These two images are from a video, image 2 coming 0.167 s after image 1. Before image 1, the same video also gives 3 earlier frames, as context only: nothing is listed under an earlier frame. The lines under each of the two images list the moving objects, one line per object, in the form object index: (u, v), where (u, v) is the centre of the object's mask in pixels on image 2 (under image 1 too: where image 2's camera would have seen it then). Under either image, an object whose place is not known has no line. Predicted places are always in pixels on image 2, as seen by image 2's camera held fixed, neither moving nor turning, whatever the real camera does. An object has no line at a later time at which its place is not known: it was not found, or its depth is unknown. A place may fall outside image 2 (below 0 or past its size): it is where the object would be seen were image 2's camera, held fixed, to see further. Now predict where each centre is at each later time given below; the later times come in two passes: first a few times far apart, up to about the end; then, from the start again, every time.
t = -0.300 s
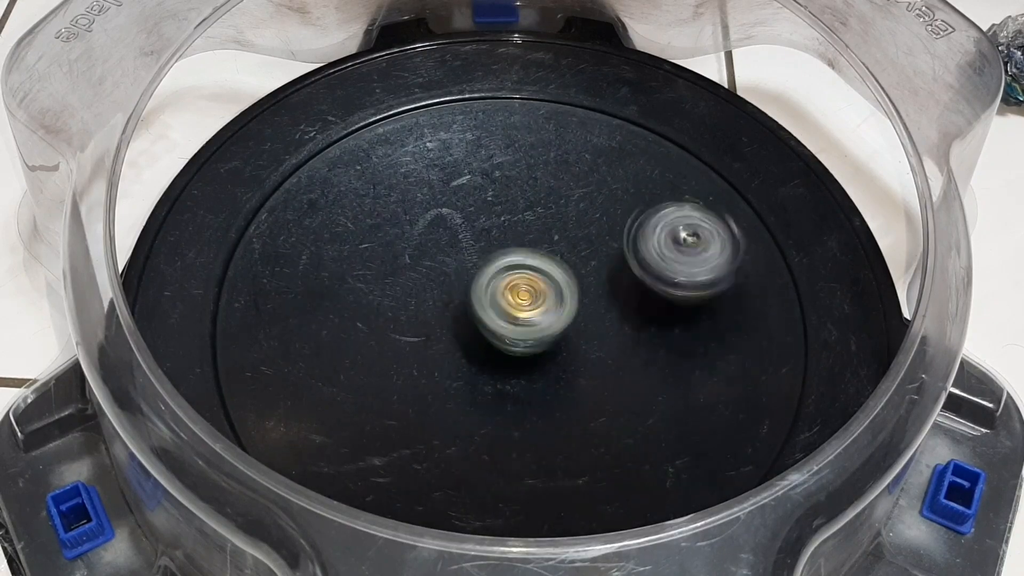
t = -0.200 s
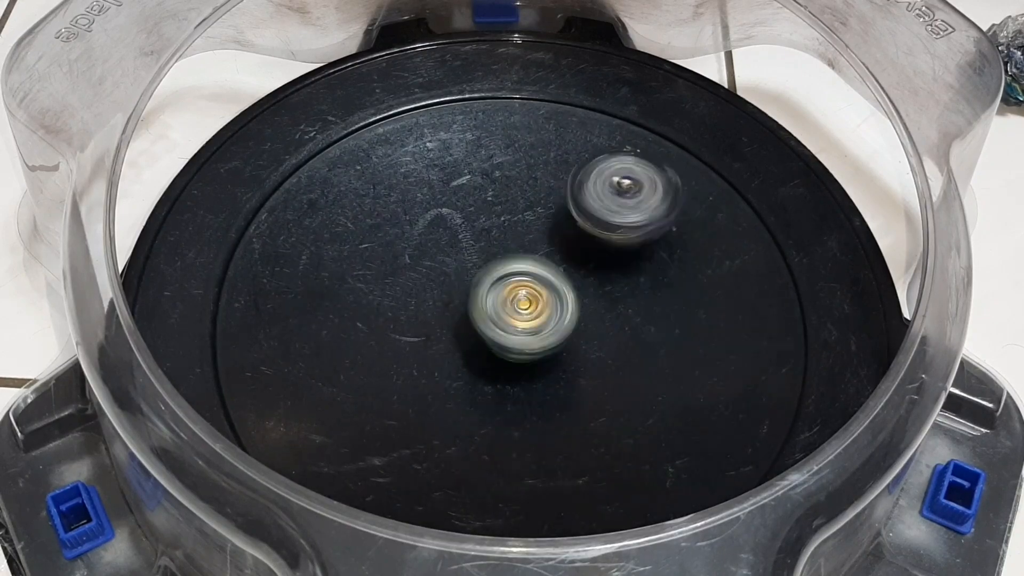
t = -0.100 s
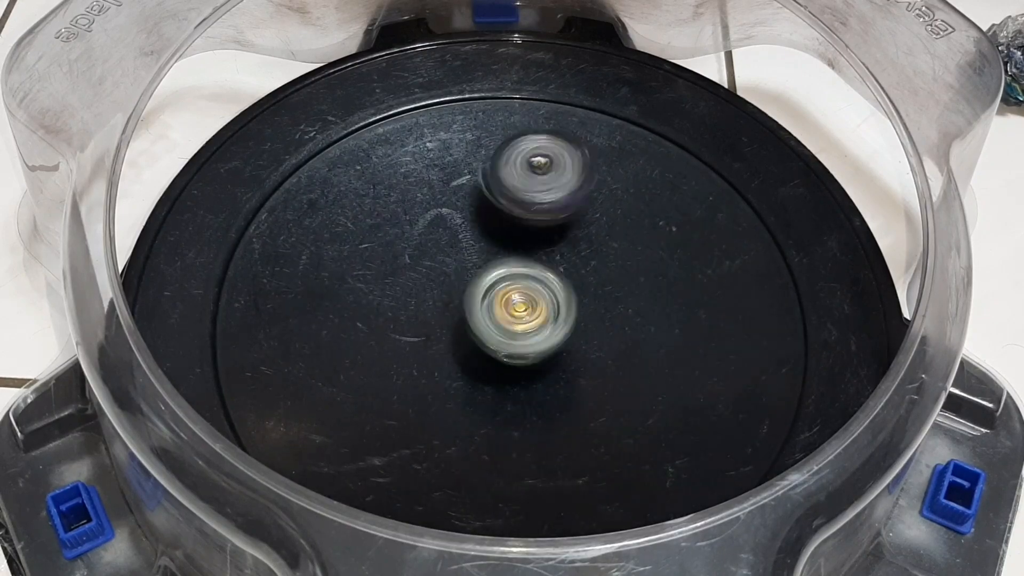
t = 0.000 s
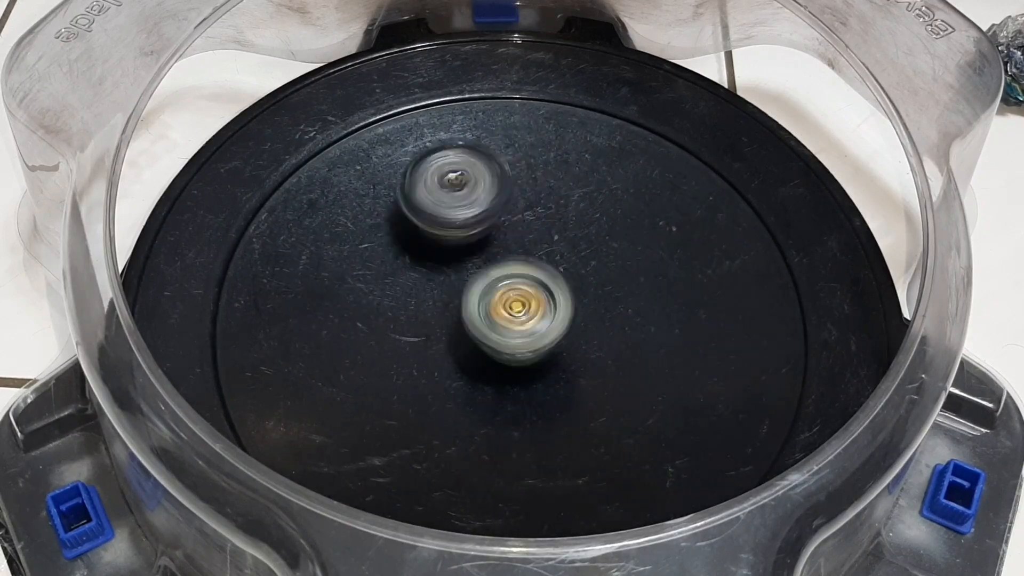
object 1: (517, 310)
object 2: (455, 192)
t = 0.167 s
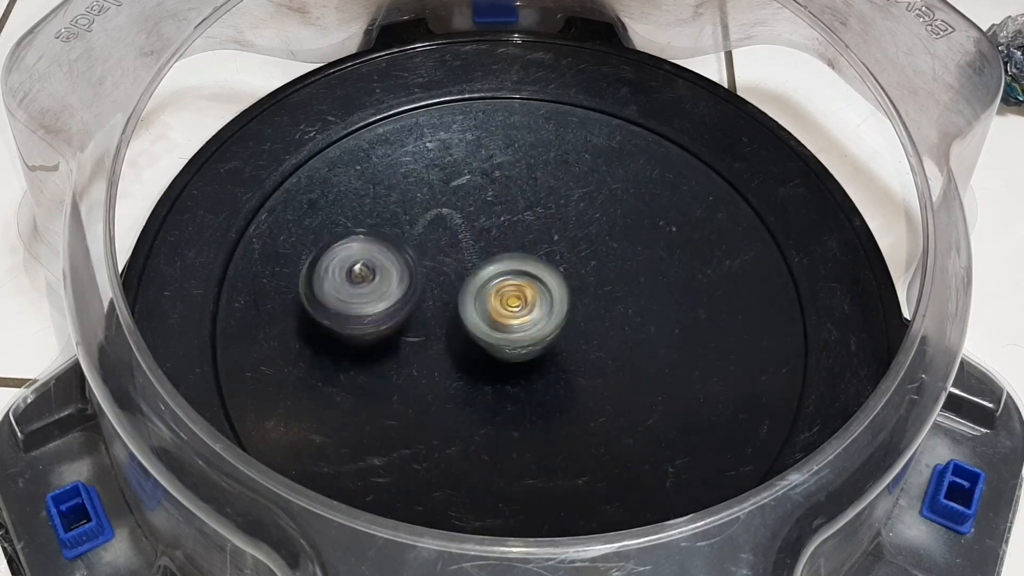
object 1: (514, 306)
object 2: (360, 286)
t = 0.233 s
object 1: (514, 305)
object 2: (354, 337)
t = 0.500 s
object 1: (512, 314)
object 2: (533, 457)
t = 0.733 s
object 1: (509, 317)
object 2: (667, 329)
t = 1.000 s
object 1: (509, 312)
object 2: (532, 191)
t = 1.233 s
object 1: (515, 304)
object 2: (366, 233)
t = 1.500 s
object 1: (526, 300)
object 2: (411, 408)
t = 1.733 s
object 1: (531, 302)
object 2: (619, 385)
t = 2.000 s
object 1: (527, 306)
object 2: (629, 221)
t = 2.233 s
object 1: (517, 308)
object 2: (467, 182)
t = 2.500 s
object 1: (510, 305)
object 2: (381, 339)
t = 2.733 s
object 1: (510, 299)
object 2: (538, 436)
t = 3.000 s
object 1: (517, 296)
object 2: (676, 311)
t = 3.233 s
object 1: (521, 300)
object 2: (545, 204)
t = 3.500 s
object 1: (520, 309)
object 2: (367, 269)
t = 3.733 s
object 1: (516, 314)
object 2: (412, 413)
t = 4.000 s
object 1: (511, 311)
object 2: (620, 374)
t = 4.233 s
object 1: (514, 305)
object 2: (607, 231)
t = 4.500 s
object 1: (521, 300)
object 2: (435, 195)
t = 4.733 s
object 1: (527, 301)
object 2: (381, 332)
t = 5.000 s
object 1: (523, 305)
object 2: (569, 410)
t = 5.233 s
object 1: (518, 310)
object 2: (666, 298)
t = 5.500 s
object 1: (513, 306)
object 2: (521, 204)
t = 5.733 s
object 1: (512, 317)
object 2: (376, 259)
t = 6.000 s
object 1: (521, 312)
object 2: (436, 406)
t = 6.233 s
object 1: (551, 293)
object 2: (596, 402)
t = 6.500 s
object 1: (551, 224)
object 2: (711, 456)
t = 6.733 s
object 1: (527, 242)
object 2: (644, 361)
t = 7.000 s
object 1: (452, 187)
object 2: (496, 392)
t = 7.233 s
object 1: (439, 178)
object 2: (398, 437)
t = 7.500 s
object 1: (450, 230)
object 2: (432, 373)
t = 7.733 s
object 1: (469, 241)
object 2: (436, 340)
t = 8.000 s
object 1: (491, 247)
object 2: (478, 354)
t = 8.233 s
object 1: (556, 257)
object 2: (484, 380)
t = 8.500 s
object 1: (567, 319)
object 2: (483, 429)
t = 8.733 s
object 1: (593, 367)
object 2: (434, 406)
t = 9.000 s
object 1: (555, 382)
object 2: (394, 331)
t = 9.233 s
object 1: (473, 375)
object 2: (428, 263)
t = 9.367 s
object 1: (442, 379)
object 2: (466, 239)
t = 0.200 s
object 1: (513, 306)
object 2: (355, 312)
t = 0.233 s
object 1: (514, 305)
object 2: (354, 337)
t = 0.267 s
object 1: (513, 305)
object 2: (360, 361)
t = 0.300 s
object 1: (514, 306)
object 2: (370, 385)
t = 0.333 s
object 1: (514, 307)
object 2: (386, 406)
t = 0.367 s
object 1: (514, 309)
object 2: (410, 426)
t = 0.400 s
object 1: (513, 310)
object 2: (435, 440)
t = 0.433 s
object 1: (513, 312)
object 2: (467, 451)
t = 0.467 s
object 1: (512, 312)
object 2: (497, 457)
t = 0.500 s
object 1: (512, 314)
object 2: (533, 457)
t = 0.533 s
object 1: (511, 314)
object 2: (564, 452)
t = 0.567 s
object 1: (510, 316)
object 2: (595, 440)
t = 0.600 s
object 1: (511, 316)
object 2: (620, 425)
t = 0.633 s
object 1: (510, 317)
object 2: (641, 403)
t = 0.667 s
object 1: (510, 317)
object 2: (655, 381)
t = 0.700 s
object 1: (508, 317)
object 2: (666, 354)
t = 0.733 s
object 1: (509, 317)
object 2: (667, 329)
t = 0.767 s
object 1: (508, 317)
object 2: (664, 305)
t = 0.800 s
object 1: (509, 317)
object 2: (654, 281)
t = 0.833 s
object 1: (507, 316)
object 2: (640, 260)
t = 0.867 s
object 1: (508, 316)
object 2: (622, 242)
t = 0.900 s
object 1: (508, 314)
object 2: (603, 225)
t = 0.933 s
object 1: (509, 314)
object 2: (580, 210)
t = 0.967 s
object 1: (508, 313)
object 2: (557, 198)
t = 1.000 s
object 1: (509, 312)
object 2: (532, 191)
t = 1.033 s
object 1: (510, 310)
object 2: (506, 185)
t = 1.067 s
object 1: (511, 310)
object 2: (480, 184)
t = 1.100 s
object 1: (511, 308)
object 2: (454, 187)
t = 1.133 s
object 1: (512, 308)
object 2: (428, 193)
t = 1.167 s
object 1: (513, 306)
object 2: (404, 203)
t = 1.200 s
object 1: (514, 306)
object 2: (383, 217)
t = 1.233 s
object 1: (515, 304)
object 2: (366, 233)
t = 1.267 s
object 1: (516, 304)
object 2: (350, 252)
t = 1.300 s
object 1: (518, 303)
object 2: (341, 274)
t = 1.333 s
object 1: (520, 303)
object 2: (336, 298)
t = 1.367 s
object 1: (521, 302)
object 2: (338, 323)
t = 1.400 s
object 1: (522, 302)
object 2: (346, 347)
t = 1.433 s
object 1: (524, 301)
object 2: (362, 371)
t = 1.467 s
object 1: (525, 301)
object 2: (383, 391)
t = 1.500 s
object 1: (526, 300)
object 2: (411, 408)
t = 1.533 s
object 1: (526, 301)
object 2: (441, 419)
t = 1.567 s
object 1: (528, 300)
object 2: (475, 425)
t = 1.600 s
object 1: (529, 301)
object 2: (507, 426)
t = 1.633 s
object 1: (529, 300)
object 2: (540, 422)
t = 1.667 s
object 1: (529, 301)
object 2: (569, 413)
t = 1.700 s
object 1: (530, 301)
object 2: (594, 402)
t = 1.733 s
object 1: (531, 302)
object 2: (619, 385)
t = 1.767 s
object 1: (530, 301)
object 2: (637, 367)
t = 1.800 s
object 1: (530, 303)
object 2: (652, 346)
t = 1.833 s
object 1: (530, 303)
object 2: (661, 324)
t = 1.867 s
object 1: (530, 303)
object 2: (665, 302)
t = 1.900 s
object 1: (528, 304)
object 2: (663, 278)
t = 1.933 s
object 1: (528, 305)
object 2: (655, 258)
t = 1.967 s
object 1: (526, 305)
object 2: (644, 238)
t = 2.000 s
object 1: (527, 306)
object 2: (629, 221)
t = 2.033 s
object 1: (524, 307)
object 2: (613, 205)
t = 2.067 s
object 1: (524, 307)
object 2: (593, 191)
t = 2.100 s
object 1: (522, 308)
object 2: (570, 180)
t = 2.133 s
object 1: (522, 308)
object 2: (546, 174)
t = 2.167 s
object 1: (519, 308)
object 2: (518, 172)
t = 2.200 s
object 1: (519, 309)
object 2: (492, 174)
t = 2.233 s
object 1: (517, 308)
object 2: (467, 182)
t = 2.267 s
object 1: (517, 308)
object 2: (444, 192)
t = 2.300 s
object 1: (515, 308)
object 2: (422, 206)
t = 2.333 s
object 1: (514, 308)
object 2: (404, 224)
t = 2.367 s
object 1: (513, 307)
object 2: (390, 243)
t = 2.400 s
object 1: (512, 306)
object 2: (378, 267)
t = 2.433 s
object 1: (511, 306)
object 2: (373, 290)
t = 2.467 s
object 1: (511, 305)
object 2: (374, 317)
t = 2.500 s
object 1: (510, 305)
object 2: (381, 339)
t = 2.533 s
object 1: (510, 303)
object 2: (393, 365)
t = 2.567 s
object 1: (510, 303)
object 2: (408, 383)
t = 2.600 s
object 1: (509, 302)
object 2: (430, 402)
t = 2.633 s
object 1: (511, 301)
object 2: (453, 416)
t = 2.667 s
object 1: (509, 300)
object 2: (482, 428)
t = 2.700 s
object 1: (511, 299)
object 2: (511, 435)
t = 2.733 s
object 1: (510, 299)
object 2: (538, 436)
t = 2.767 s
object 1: (512, 298)
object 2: (570, 433)
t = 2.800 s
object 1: (511, 298)
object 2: (598, 426)
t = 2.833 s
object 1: (513, 297)
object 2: (621, 415)
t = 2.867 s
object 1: (513, 297)
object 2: (645, 398)
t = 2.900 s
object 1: (514, 296)
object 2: (661, 379)
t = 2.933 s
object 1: (514, 296)
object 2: (670, 359)
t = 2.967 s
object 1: (515, 296)
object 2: (677, 334)
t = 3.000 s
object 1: (517, 296)
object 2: (676, 311)
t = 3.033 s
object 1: (516, 296)
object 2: (669, 291)
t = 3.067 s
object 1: (519, 297)
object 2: (656, 269)
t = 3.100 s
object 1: (519, 297)
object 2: (638, 251)
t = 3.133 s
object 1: (521, 297)
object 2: (619, 236)
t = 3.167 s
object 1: (519, 299)
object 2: (597, 223)
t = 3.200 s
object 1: (521, 299)
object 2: (571, 212)
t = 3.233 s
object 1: (521, 300)
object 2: (545, 204)
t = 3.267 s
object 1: (520, 301)
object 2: (520, 200)
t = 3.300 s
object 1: (520, 302)
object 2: (493, 200)
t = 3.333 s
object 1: (520, 303)
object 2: (466, 205)
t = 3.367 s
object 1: (521, 304)
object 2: (443, 212)
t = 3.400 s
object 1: (519, 306)
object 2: (420, 223)
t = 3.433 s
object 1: (521, 307)
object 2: (400, 234)
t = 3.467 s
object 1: (520, 308)
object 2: (381, 251)
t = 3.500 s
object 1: (520, 309)
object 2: (367, 269)
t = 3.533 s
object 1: (519, 311)
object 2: (358, 289)
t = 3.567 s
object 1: (518, 311)
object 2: (351, 310)
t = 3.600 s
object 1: (519, 312)
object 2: (352, 333)
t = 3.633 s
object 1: (517, 313)
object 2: (359, 356)
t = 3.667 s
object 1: (517, 313)
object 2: (368, 377)
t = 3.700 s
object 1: (516, 314)
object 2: (388, 397)
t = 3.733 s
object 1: (516, 314)
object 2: (412, 413)
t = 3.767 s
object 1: (515, 314)
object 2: (437, 423)
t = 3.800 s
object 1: (514, 314)
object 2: (469, 431)
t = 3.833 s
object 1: (515, 314)
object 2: (499, 433)
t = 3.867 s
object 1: (512, 313)
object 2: (528, 429)
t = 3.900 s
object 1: (513, 312)
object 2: (557, 422)
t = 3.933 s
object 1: (512, 312)
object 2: (583, 408)
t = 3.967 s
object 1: (512, 311)
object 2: (604, 392)
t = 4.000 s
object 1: (511, 311)
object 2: (620, 374)
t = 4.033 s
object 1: (512, 310)
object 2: (634, 352)
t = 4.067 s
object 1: (513, 309)
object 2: (641, 330)
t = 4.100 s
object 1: (511, 308)
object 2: (643, 307)
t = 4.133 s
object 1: (513, 307)
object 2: (640, 287)
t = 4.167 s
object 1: (513, 307)
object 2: (631, 265)
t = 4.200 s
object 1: (514, 305)
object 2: (621, 247)
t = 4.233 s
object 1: (514, 305)
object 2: (607, 231)
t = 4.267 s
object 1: (515, 303)
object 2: (589, 215)
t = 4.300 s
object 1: (518, 303)
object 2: (572, 201)
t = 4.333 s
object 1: (516, 302)
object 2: (549, 191)
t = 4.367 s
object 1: (518, 301)
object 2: (527, 184)
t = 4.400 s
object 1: (519, 301)
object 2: (505, 180)
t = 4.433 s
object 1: (519, 299)
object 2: (479, 182)
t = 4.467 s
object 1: (521, 300)
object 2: (457, 187)
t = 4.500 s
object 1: (521, 300)
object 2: (435, 195)
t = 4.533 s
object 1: (524, 299)
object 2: (415, 207)
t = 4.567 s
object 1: (523, 300)
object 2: (397, 221)
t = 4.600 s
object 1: (525, 299)
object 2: (385, 242)
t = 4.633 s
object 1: (526, 300)
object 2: (376, 263)
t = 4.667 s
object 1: (525, 300)
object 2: (370, 285)
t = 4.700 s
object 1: (527, 300)
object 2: (372, 309)
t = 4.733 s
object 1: (527, 301)
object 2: (381, 332)
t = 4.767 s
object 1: (527, 301)
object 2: (395, 355)
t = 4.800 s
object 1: (527, 302)
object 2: (412, 371)
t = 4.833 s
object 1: (526, 303)
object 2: (436, 387)
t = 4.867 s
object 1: (527, 303)
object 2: (461, 401)
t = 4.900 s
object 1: (526, 304)
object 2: (487, 409)
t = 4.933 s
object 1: (525, 303)
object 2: (513, 413)
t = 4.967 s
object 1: (526, 304)
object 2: (544, 412)
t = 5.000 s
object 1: (523, 305)
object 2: (569, 410)
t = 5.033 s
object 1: (524, 307)
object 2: (595, 400)
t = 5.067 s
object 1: (523, 308)
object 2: (615, 391)
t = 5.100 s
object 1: (521, 308)
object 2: (637, 375)
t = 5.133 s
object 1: (522, 309)
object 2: (652, 358)
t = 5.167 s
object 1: (520, 309)
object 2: (662, 339)
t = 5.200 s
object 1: (520, 309)
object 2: (667, 319)
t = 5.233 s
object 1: (518, 310)
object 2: (666, 298)
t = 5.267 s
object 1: (517, 309)
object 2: (659, 278)
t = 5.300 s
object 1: (518, 309)
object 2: (649, 261)
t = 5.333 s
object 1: (515, 309)
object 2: (632, 245)
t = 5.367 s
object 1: (515, 308)
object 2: (616, 231)
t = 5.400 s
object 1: (515, 308)
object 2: (594, 220)
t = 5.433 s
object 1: (513, 307)
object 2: (572, 211)
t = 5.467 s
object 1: (514, 306)
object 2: (547, 206)
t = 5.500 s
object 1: (513, 306)
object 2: (521, 204)
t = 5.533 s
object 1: (512, 304)
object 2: (497, 207)
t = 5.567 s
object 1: (513, 309)
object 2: (474, 209)
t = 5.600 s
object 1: (511, 313)
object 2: (451, 213)
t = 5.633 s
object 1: (512, 314)
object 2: (427, 220)
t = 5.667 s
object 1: (513, 316)
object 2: (408, 230)
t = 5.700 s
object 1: (511, 317)
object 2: (391, 243)
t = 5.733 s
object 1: (512, 317)
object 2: (376, 259)
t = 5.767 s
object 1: (513, 319)
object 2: (366, 278)
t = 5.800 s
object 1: (511, 319)
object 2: (362, 296)
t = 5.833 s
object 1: (512, 318)
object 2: (363, 318)
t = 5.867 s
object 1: (512, 319)
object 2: (370, 339)
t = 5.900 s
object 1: (511, 319)
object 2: (383, 361)
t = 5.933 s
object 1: (512, 319)
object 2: (400, 376)
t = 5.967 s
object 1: (514, 319)
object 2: (420, 391)
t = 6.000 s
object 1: (521, 312)
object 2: (436, 406)
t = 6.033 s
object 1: (532, 307)
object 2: (457, 417)
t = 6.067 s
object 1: (536, 305)
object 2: (480, 426)
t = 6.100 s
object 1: (539, 303)
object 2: (507, 426)
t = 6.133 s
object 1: (542, 300)
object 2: (532, 424)
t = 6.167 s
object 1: (546, 300)
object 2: (555, 417)
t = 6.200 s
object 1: (548, 299)
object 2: (581, 405)
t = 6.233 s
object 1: (551, 293)
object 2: (596, 402)
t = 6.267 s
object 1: (558, 268)
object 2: (617, 428)
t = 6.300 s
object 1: (558, 248)
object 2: (631, 449)
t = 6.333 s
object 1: (557, 233)
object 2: (645, 461)
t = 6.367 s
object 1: (557, 222)
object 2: (659, 465)
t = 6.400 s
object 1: (557, 219)
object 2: (672, 466)
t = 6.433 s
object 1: (555, 220)
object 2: (685, 464)
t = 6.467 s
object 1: (554, 221)
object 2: (698, 462)
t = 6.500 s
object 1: (551, 224)
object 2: (711, 456)
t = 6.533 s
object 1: (549, 226)
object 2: (721, 448)
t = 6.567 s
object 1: (546, 228)
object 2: (725, 438)
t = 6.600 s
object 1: (544, 230)
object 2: (721, 423)
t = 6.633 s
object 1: (542, 232)
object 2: (708, 405)
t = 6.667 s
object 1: (538, 235)
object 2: (689, 389)
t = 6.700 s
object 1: (534, 238)
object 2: (667, 374)
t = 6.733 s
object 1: (527, 242)
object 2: (644, 361)
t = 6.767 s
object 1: (522, 244)
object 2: (620, 350)
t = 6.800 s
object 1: (518, 246)
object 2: (597, 340)
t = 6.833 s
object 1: (512, 247)
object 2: (577, 334)
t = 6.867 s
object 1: (499, 229)
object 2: (567, 353)
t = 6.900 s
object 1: (483, 212)
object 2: (550, 368)
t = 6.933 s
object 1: (470, 198)
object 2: (531, 378)
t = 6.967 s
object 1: (460, 191)
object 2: (515, 385)
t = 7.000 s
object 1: (452, 187)
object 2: (496, 392)
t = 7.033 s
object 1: (447, 183)
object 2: (478, 399)
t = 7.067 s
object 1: (443, 181)
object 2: (461, 405)
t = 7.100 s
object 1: (439, 179)
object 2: (447, 412)
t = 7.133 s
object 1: (438, 178)
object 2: (431, 418)
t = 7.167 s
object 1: (438, 177)
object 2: (417, 425)
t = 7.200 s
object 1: (438, 177)
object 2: (405, 431)
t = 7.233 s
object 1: (439, 178)
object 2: (398, 437)
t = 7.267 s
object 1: (440, 181)
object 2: (397, 438)
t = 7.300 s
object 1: (441, 184)
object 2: (398, 438)
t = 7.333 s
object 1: (442, 189)
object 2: (402, 435)
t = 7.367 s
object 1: (444, 196)
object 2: (407, 429)
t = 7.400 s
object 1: (446, 204)
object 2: (415, 419)
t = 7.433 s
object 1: (447, 212)
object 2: (423, 404)
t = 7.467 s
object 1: (448, 222)
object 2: (430, 388)
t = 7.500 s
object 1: (450, 230)
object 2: (432, 373)
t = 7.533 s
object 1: (449, 242)
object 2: (436, 355)
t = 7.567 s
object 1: (449, 246)
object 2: (436, 344)
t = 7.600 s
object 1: (454, 242)
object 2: (435, 342)
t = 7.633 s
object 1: (460, 239)
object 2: (435, 342)
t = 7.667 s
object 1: (465, 239)
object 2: (432, 341)
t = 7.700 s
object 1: (468, 241)
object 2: (433, 341)
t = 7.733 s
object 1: (469, 241)
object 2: (436, 340)
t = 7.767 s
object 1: (471, 241)
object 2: (438, 341)
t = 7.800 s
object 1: (474, 241)
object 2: (441, 342)
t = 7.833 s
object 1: (480, 238)
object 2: (443, 349)
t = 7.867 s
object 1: (485, 237)
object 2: (445, 354)
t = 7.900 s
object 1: (486, 242)
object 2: (449, 357)
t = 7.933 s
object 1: (486, 244)
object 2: (459, 359)
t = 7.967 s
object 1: (488, 246)
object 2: (468, 358)
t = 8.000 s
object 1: (491, 247)
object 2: (478, 354)
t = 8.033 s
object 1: (497, 247)
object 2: (486, 353)
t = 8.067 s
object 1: (506, 245)
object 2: (494, 353)
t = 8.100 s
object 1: (511, 246)
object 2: (500, 351)
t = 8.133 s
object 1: (513, 251)
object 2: (499, 354)
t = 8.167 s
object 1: (527, 247)
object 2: (492, 366)
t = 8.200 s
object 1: (535, 255)
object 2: (487, 374)
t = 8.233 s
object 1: (556, 257)
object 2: (484, 380)
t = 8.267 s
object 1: (565, 260)
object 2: (480, 389)
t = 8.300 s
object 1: (571, 266)
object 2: (476, 396)
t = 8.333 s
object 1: (571, 275)
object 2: (472, 404)
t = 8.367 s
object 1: (571, 282)
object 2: (470, 414)
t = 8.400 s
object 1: (569, 290)
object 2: (471, 422)
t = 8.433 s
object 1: (567, 301)
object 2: (474, 431)
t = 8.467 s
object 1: (568, 310)
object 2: (479, 431)
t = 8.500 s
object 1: (567, 319)
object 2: (483, 429)
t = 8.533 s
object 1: (565, 331)
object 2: (488, 425)
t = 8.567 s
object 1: (568, 337)
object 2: (492, 417)
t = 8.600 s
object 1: (576, 344)
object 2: (480, 419)
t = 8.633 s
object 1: (590, 350)
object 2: (468, 417)
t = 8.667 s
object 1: (594, 356)
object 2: (456, 414)
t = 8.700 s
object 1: (596, 363)
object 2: (447, 411)
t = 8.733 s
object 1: (593, 367)
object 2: (434, 406)
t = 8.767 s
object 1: (594, 371)
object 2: (423, 397)
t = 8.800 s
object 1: (589, 376)
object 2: (417, 388)
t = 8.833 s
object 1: (590, 375)
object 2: (410, 379)
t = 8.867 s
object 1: (585, 378)
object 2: (403, 371)
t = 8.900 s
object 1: (579, 379)
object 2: (398, 361)
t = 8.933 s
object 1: (575, 380)
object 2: (396, 350)
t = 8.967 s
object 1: (567, 383)
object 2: (395, 341)
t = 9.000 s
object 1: (555, 382)
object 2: (394, 331)
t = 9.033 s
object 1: (548, 380)
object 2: (393, 320)
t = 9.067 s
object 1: (536, 378)
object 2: (397, 309)
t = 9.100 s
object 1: (523, 377)
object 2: (403, 298)
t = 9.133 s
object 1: (507, 375)
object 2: (409, 291)
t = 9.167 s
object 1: (497, 373)
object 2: (413, 282)
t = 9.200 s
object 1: (485, 373)
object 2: (419, 273)
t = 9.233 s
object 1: (473, 375)
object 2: (428, 263)
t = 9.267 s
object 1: (462, 376)
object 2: (437, 257)
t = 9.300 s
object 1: (453, 378)
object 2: (445, 252)
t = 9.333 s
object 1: (447, 379)
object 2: (454, 246)
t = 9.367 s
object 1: (442, 379)
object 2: (466, 239)
